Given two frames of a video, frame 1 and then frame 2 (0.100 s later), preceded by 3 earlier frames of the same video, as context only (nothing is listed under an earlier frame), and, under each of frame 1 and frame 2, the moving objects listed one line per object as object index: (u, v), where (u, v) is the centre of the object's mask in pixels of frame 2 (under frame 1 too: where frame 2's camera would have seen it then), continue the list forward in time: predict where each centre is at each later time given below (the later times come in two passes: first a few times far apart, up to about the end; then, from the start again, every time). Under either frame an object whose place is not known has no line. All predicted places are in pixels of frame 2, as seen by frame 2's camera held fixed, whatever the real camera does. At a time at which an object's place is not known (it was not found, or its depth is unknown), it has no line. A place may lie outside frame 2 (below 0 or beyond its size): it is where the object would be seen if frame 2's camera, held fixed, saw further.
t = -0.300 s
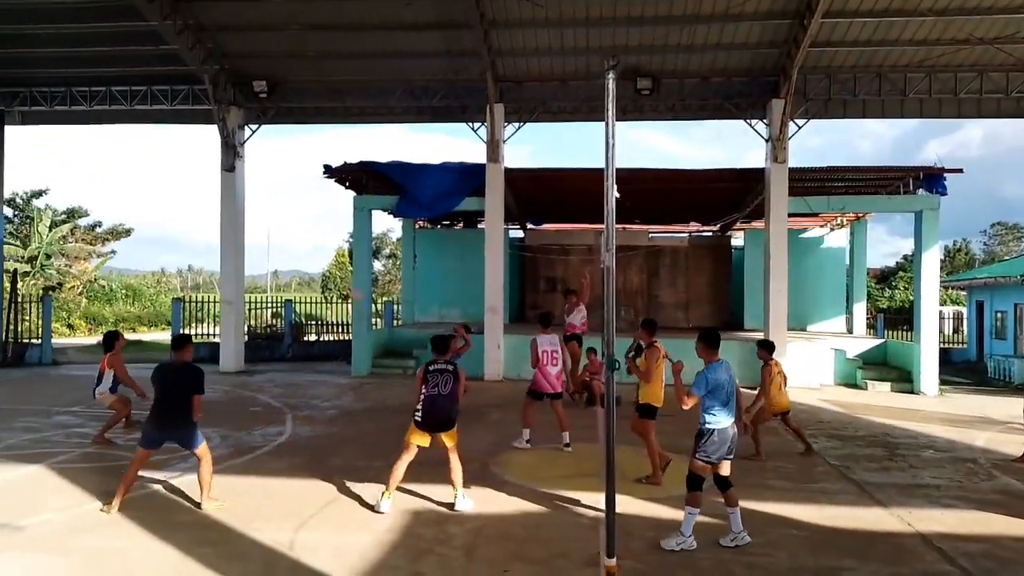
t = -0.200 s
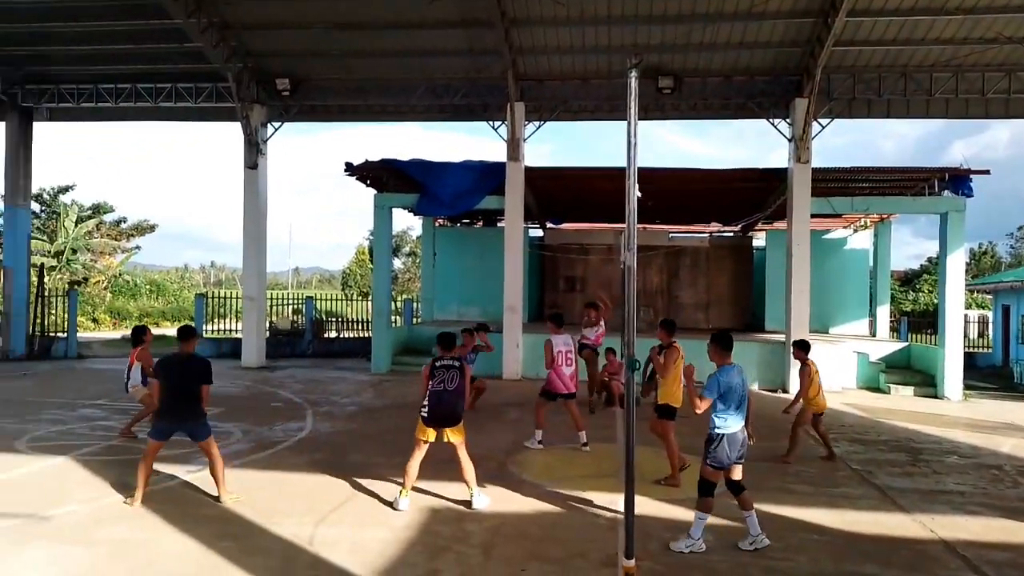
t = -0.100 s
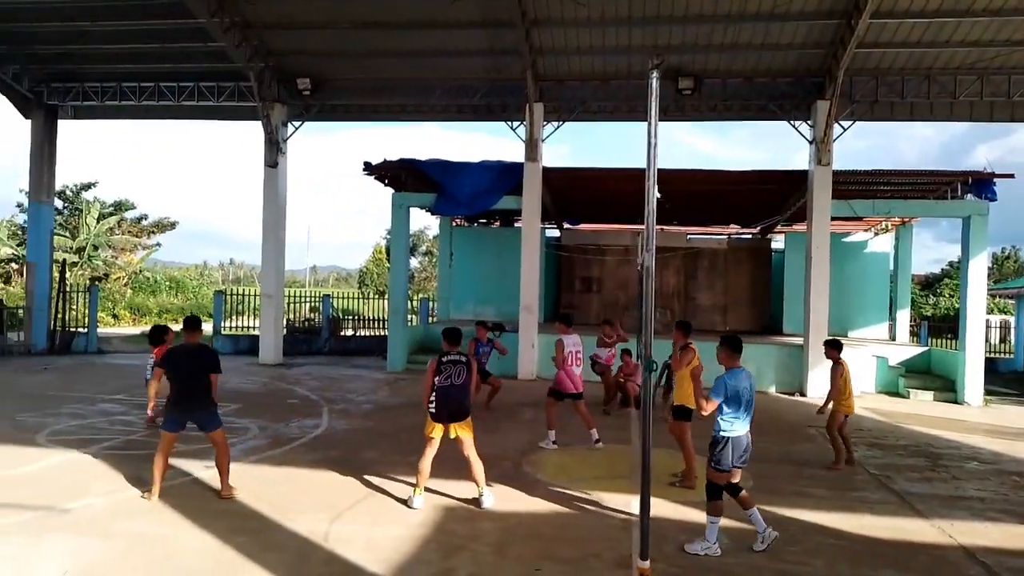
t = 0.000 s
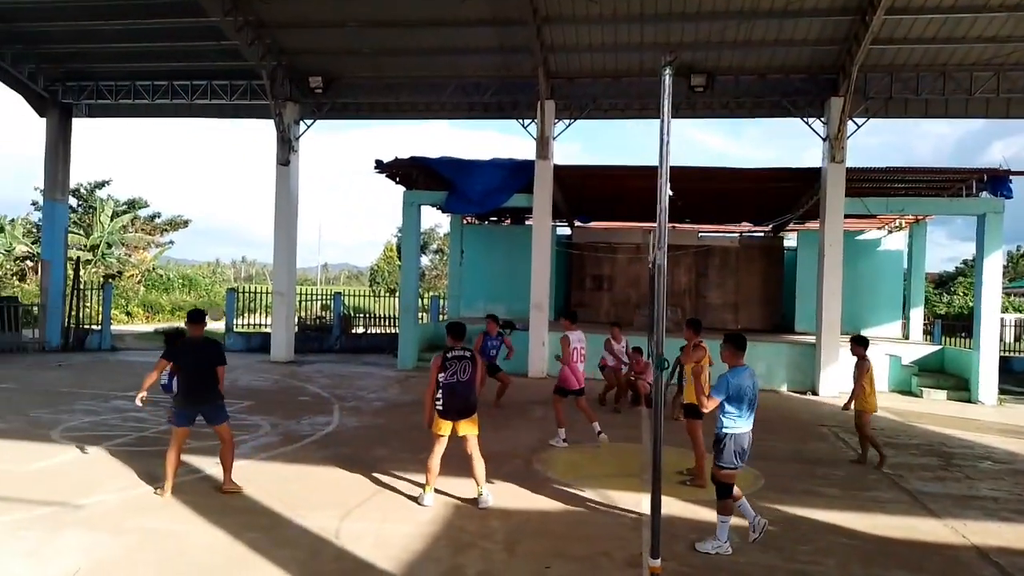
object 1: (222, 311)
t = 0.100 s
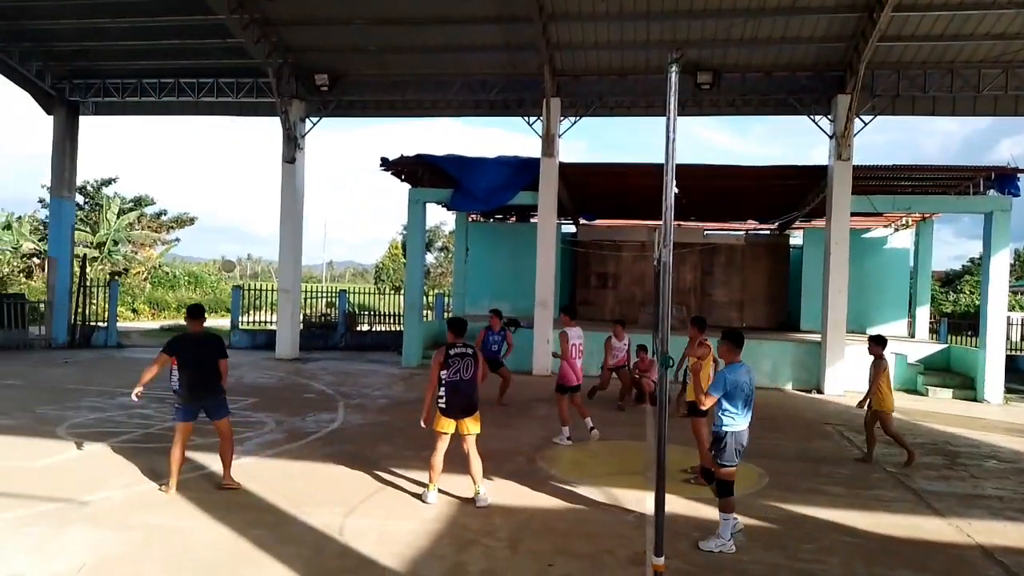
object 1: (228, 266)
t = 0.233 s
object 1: (236, 218)
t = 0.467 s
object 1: (247, 164)
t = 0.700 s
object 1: (255, 145)
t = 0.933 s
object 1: (263, 158)
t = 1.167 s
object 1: (270, 200)
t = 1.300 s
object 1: (274, 235)
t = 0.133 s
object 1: (230, 253)
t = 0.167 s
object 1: (232, 240)
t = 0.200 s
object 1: (234, 228)
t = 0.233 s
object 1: (236, 218)
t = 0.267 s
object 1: (237, 208)
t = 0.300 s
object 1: (239, 198)
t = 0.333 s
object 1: (241, 190)
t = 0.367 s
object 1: (242, 182)
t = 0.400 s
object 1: (244, 175)
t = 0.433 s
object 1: (245, 169)
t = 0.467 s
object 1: (247, 164)
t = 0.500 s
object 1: (248, 159)
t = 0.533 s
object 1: (249, 155)
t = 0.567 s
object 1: (250, 152)
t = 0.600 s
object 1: (252, 149)
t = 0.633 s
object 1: (253, 147)
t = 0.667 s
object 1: (254, 146)
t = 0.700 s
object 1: (255, 145)
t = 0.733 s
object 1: (256, 145)
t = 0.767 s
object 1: (257, 146)
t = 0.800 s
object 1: (259, 147)
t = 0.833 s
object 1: (259, 149)
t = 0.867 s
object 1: (261, 152)
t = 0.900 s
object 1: (262, 155)
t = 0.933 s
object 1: (263, 158)
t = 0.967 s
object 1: (264, 162)
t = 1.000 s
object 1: (265, 167)
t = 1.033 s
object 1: (266, 173)
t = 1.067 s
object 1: (267, 179)
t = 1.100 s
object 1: (268, 185)
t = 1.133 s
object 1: (269, 192)
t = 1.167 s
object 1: (270, 200)
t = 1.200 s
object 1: (271, 208)
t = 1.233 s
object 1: (272, 217)
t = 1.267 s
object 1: (273, 226)
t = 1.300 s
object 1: (274, 235)
